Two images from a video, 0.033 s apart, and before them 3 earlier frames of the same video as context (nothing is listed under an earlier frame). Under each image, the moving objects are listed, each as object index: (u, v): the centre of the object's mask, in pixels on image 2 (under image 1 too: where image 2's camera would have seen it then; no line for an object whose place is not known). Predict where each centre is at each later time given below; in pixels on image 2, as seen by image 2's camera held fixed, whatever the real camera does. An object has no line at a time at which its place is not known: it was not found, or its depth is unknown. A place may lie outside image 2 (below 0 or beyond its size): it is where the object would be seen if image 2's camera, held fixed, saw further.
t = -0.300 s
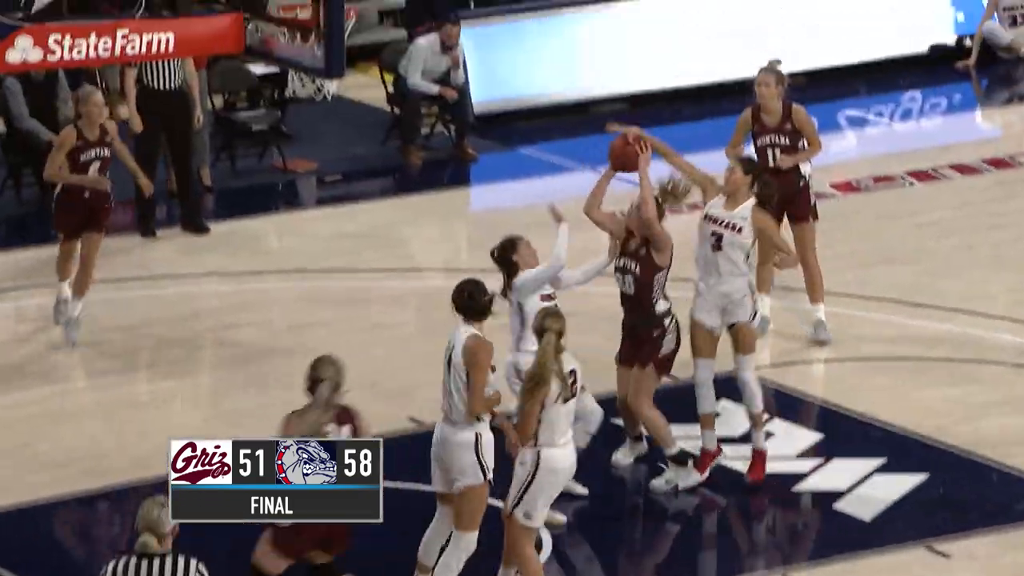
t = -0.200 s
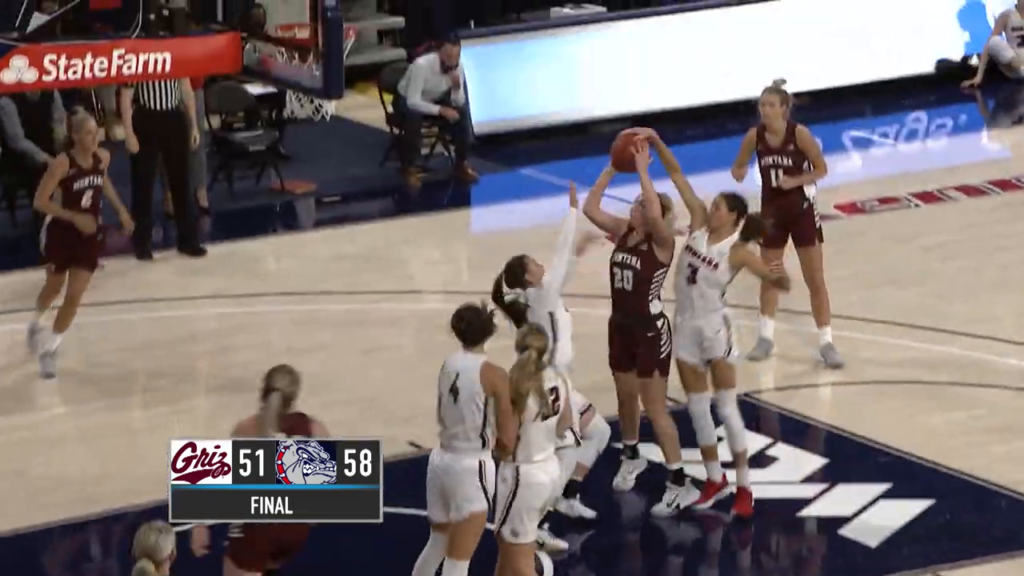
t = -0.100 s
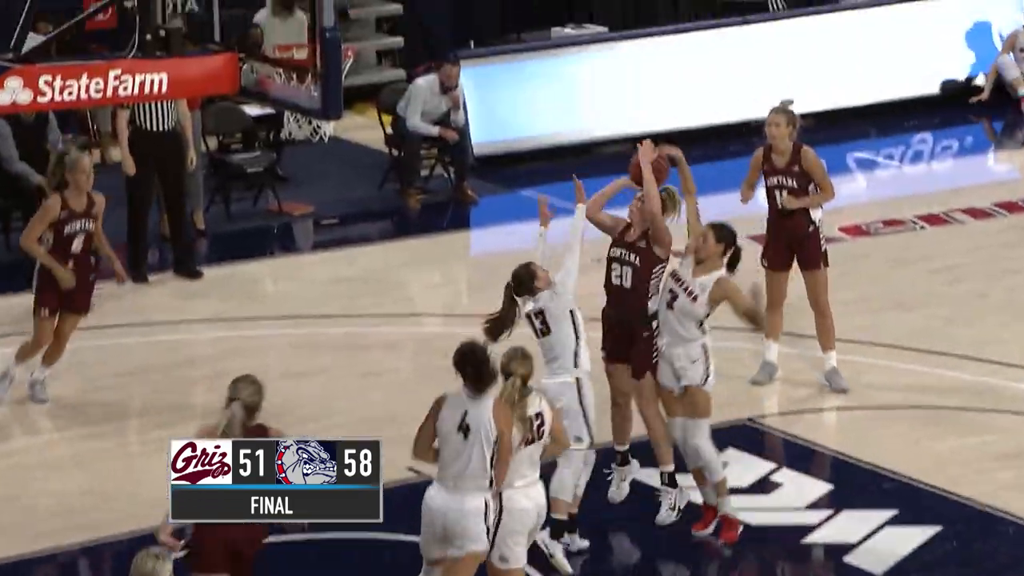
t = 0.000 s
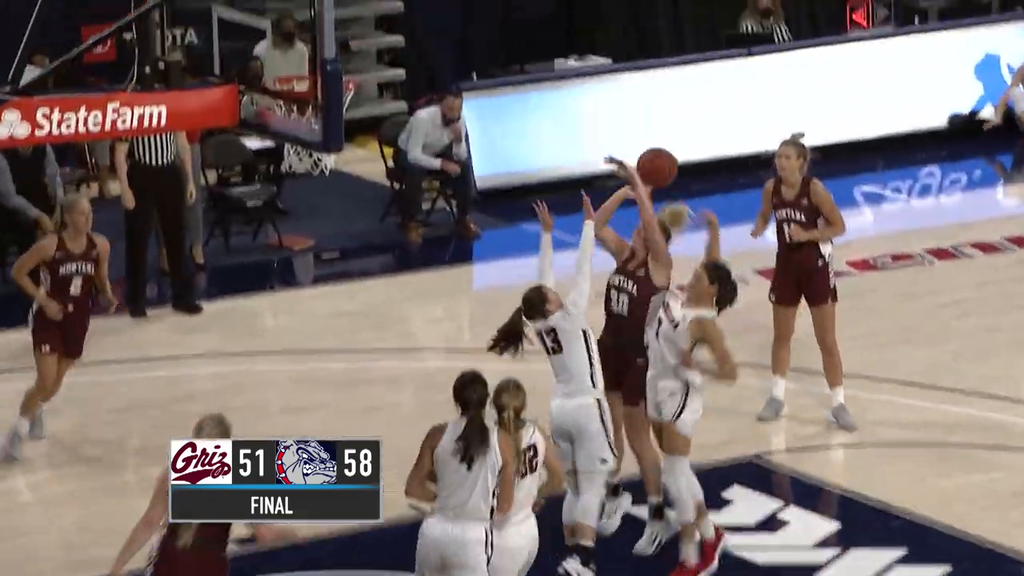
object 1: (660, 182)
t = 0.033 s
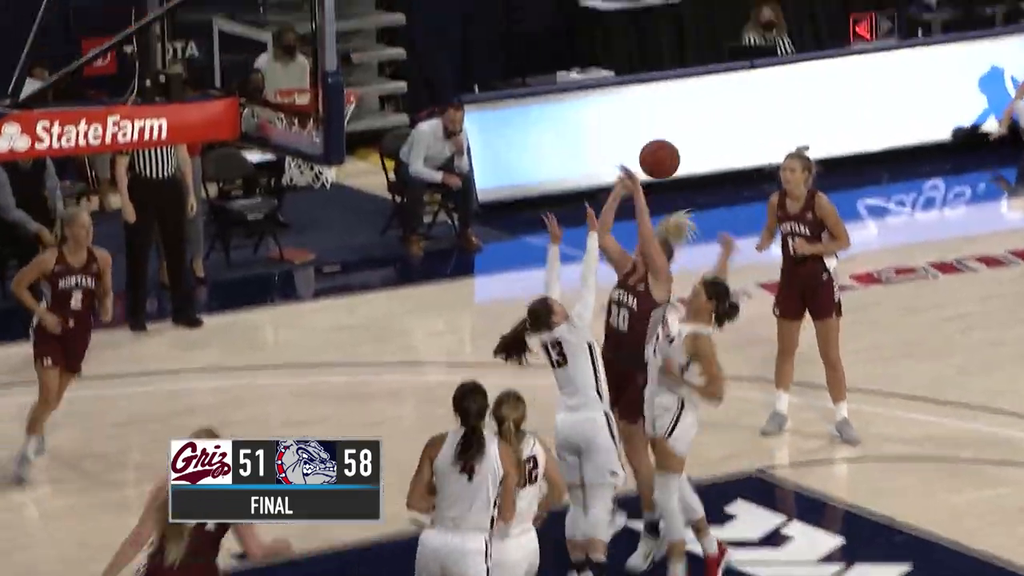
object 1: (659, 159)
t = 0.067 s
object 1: (658, 139)
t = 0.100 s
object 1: (658, 122)
